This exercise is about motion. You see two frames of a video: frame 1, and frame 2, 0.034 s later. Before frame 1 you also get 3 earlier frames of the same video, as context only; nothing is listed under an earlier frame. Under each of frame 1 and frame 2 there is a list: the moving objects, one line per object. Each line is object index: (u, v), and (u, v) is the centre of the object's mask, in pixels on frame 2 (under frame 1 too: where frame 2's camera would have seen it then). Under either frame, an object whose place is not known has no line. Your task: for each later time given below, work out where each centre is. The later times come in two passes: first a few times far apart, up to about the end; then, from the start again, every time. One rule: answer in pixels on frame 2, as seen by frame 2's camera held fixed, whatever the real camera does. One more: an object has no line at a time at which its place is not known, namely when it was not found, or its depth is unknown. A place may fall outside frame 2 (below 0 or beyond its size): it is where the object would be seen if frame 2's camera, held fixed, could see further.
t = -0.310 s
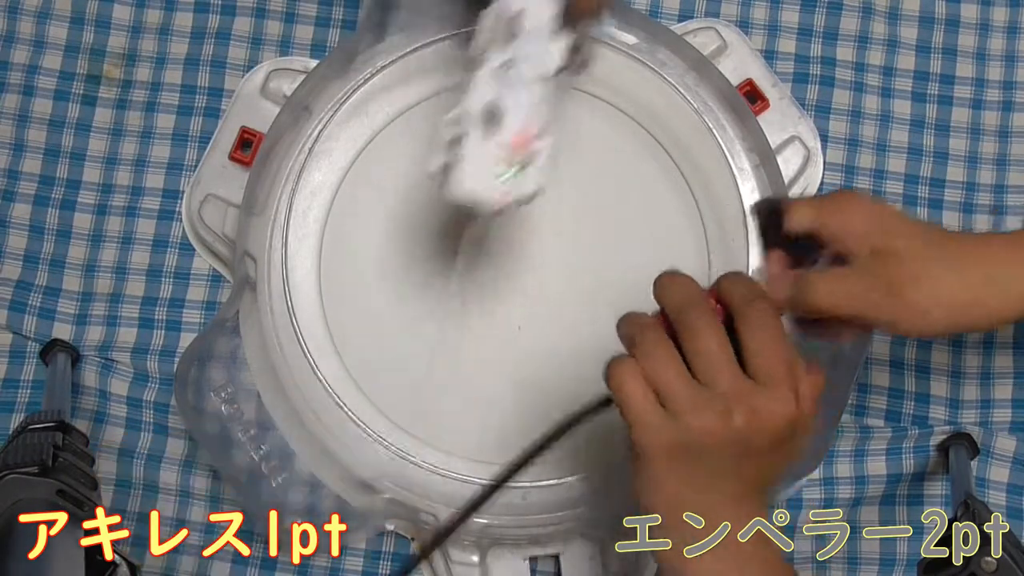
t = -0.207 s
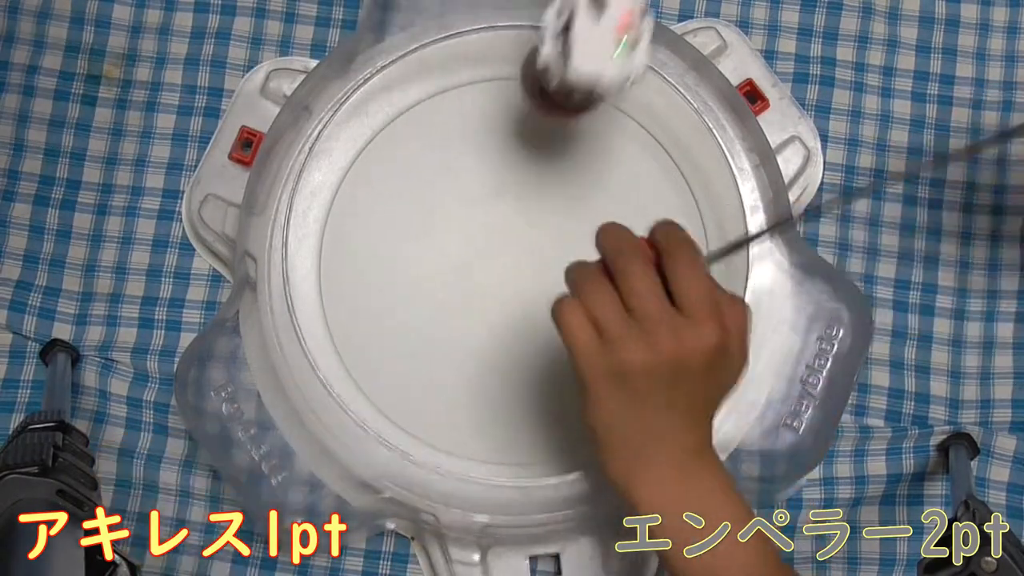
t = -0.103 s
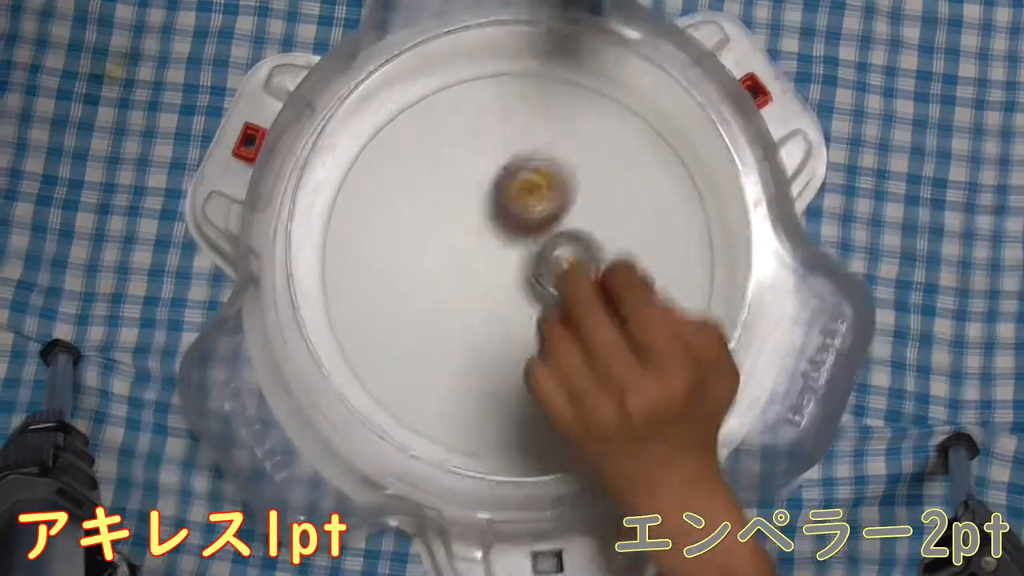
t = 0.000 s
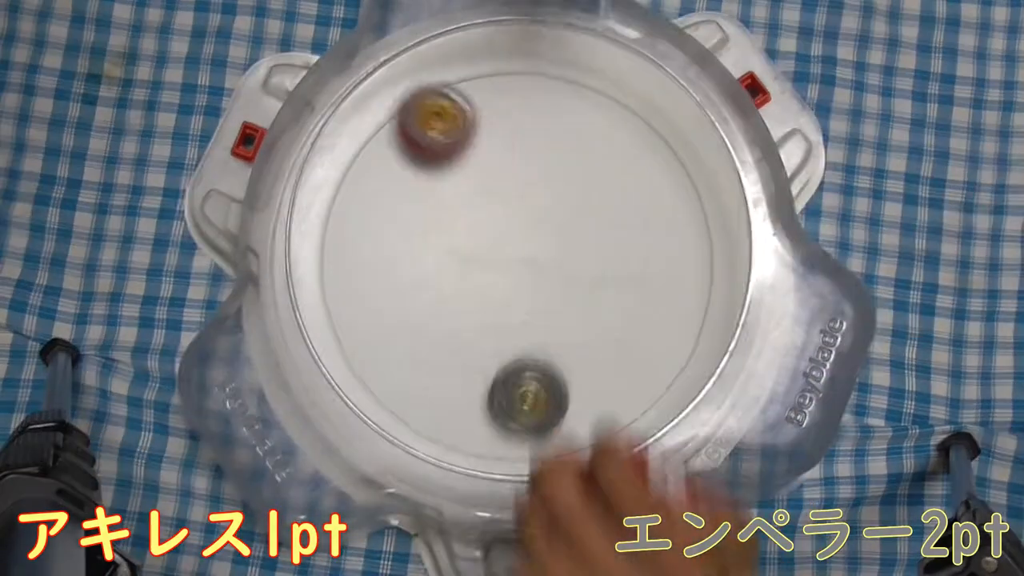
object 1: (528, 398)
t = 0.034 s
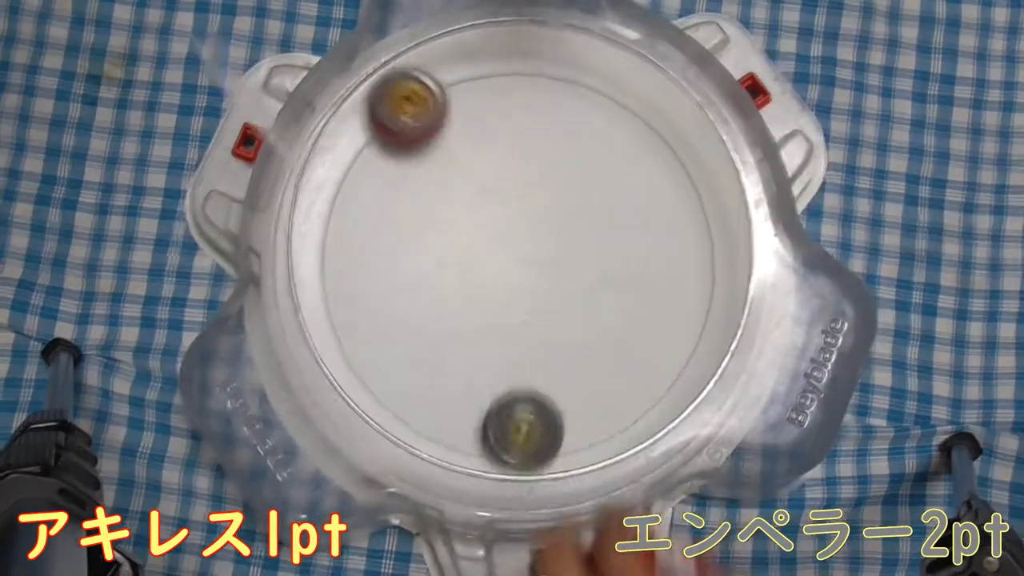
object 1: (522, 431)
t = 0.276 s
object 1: (523, 386)
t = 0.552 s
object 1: (598, 139)
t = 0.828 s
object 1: (488, 157)
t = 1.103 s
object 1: (498, 353)
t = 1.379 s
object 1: (664, 329)
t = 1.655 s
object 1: (597, 160)
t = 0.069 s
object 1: (514, 450)
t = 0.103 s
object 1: (507, 484)
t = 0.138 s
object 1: (505, 488)
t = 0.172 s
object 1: (505, 477)
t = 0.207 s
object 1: (508, 451)
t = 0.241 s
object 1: (516, 414)
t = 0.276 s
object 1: (523, 386)
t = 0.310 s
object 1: (532, 355)
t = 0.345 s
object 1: (542, 320)
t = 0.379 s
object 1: (555, 286)
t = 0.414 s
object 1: (568, 252)
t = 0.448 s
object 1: (580, 220)
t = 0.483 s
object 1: (588, 191)
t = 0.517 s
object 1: (595, 165)
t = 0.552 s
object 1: (598, 139)
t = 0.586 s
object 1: (597, 116)
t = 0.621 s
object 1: (591, 99)
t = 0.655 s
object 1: (578, 92)
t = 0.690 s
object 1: (561, 95)
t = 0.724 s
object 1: (542, 103)
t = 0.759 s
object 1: (523, 117)
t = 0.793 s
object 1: (504, 135)
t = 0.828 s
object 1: (488, 157)
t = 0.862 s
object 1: (476, 179)
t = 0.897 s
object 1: (468, 203)
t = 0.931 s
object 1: (462, 228)
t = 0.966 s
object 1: (461, 256)
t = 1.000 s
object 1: (464, 284)
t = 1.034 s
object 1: (471, 309)
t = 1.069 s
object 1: (484, 333)
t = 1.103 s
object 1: (498, 353)
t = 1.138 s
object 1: (515, 369)
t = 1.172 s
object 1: (535, 381)
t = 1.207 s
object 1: (556, 389)
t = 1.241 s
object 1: (597, 387)
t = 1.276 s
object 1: (617, 379)
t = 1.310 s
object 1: (637, 366)
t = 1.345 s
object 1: (653, 349)
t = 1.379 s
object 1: (664, 329)
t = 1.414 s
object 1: (671, 307)
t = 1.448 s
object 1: (675, 283)
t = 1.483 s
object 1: (673, 259)
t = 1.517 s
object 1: (667, 233)
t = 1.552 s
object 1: (657, 210)
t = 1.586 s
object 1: (642, 189)
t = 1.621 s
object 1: (621, 173)
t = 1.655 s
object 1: (597, 160)
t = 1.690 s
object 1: (574, 153)
